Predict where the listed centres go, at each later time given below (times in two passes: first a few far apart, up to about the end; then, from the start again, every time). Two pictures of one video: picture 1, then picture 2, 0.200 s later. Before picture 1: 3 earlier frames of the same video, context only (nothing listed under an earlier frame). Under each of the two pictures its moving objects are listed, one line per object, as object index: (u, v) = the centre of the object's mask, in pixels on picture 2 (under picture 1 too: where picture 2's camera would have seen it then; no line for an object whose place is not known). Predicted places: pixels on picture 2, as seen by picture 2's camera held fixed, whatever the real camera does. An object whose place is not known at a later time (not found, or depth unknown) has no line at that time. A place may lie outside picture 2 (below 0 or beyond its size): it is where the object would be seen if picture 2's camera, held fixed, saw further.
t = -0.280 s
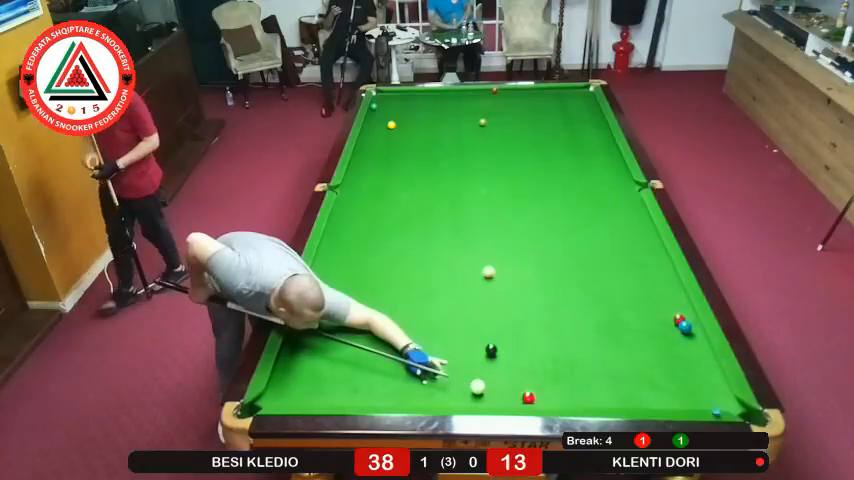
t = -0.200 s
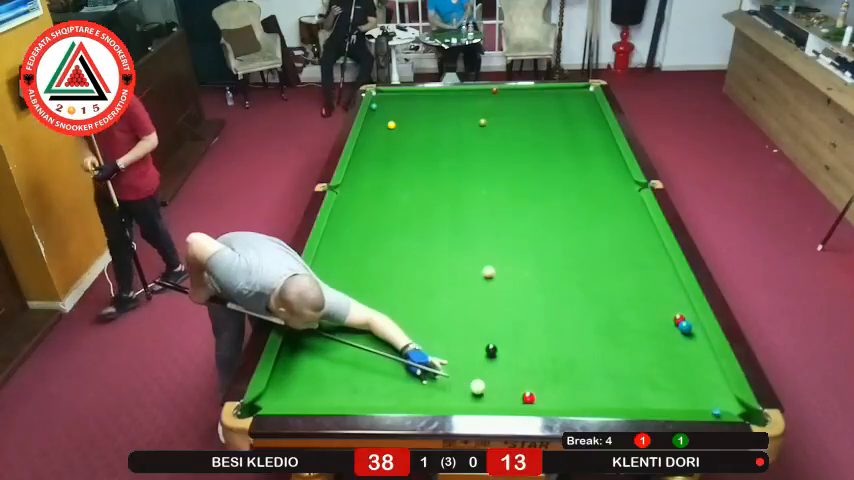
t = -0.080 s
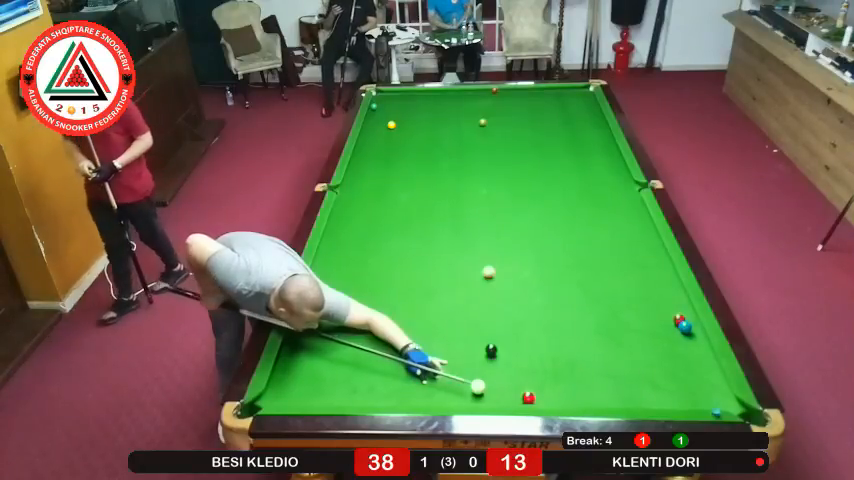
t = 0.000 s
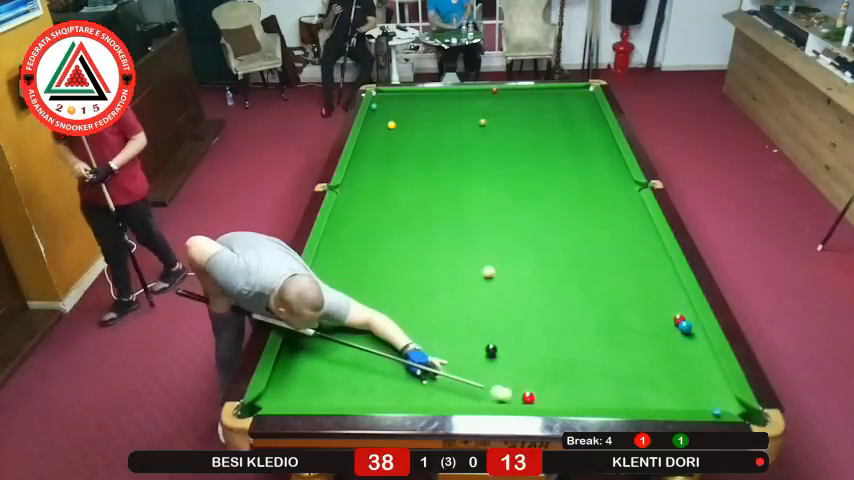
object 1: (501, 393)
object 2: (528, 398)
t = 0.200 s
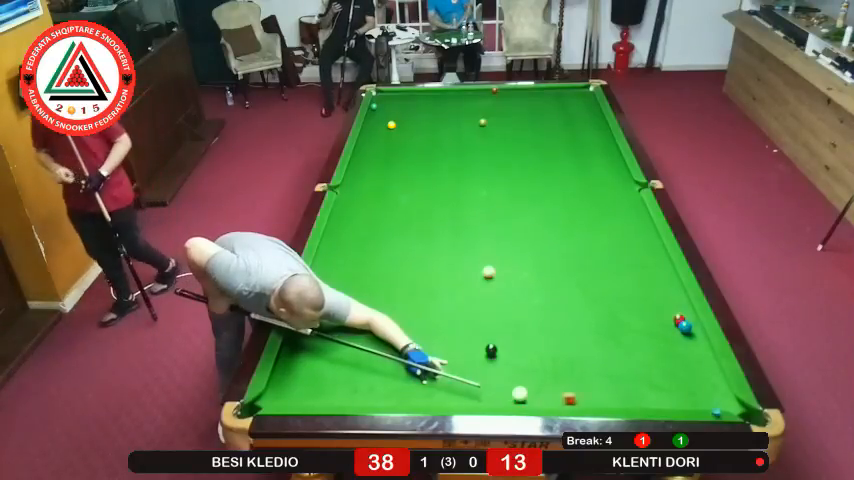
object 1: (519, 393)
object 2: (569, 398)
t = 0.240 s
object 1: (521, 391)
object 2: (577, 398)
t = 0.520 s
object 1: (534, 377)
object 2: (634, 400)
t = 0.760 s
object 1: (544, 366)
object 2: (682, 402)
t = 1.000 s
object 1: (552, 357)
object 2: (729, 405)
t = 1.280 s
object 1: (561, 347)
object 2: (737, 406)
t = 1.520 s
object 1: (566, 340)
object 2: (727, 405)
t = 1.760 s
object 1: (571, 335)
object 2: (719, 405)
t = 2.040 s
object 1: (576, 329)
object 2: (714, 403)
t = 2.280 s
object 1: (579, 325)
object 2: (711, 403)
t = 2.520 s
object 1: (582, 322)
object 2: (710, 402)
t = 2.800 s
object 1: (584, 320)
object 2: (710, 402)
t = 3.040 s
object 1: (585, 319)
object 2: (710, 402)
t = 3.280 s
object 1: (585, 319)
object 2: (710, 402)
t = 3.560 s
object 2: (710, 402)
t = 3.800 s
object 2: (710, 402)
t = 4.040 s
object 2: (710, 402)
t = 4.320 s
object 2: (710, 402)
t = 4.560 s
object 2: (710, 402)
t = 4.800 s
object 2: (710, 402)
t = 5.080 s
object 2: (710, 402)
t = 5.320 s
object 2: (710, 402)
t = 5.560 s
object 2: (710, 402)
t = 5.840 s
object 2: (710, 402)
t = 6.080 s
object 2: (710, 402)
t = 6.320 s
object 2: (710, 402)
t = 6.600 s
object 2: (710, 402)
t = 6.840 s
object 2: (710, 402)
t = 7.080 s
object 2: (710, 402)
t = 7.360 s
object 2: (710, 402)
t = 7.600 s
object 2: (710, 402)
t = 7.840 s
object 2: (710, 402)
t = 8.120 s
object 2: (710, 402)
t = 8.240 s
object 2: (710, 402)
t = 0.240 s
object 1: (521, 391)
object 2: (577, 398)
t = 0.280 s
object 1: (523, 389)
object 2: (585, 399)
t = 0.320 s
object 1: (525, 387)
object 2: (593, 399)
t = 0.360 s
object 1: (527, 385)
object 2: (602, 399)
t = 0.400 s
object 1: (529, 383)
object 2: (610, 399)
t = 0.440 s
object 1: (530, 381)
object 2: (619, 400)
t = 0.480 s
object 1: (532, 379)
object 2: (627, 400)
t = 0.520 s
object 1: (534, 377)
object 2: (634, 400)
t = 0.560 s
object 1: (536, 375)
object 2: (643, 401)
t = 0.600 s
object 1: (537, 373)
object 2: (651, 401)
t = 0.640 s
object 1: (539, 371)
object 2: (659, 401)
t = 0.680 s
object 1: (541, 369)
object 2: (666, 402)
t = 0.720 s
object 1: (542, 368)
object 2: (675, 402)
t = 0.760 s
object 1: (544, 366)
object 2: (682, 402)
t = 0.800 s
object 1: (545, 364)
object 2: (690, 402)
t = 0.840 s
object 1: (546, 363)
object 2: (698, 402)
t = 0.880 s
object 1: (548, 361)
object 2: (705, 402)
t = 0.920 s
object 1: (549, 360)
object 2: (713, 402)
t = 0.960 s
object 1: (551, 358)
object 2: (720, 403)
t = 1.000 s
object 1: (552, 357)
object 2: (729, 405)
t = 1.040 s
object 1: (554, 355)
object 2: (736, 406)
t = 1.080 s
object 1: (555, 354)
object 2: (736, 407)
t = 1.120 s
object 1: (556, 353)
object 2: (736, 409)
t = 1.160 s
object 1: (557, 351)
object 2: (736, 409)
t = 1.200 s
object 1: (558, 350)
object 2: (736, 408)
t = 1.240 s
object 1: (559, 348)
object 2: (737, 407)
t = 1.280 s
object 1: (561, 347)
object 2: (737, 406)
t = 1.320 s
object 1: (562, 346)
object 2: (736, 406)
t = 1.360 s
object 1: (563, 345)
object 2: (734, 405)
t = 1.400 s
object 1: (564, 344)
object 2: (732, 405)
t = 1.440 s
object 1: (565, 343)
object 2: (730, 405)
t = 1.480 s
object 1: (566, 342)
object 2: (729, 405)
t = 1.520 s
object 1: (566, 340)
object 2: (727, 405)
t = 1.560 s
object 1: (567, 339)
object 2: (726, 405)
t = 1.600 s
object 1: (568, 338)
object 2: (724, 405)
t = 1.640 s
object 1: (569, 337)
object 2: (723, 405)
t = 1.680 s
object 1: (570, 336)
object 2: (722, 405)
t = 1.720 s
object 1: (570, 335)
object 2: (720, 405)
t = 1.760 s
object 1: (571, 335)
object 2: (719, 405)
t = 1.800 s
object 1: (572, 333)
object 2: (718, 404)
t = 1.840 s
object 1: (573, 333)
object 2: (717, 404)
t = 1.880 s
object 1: (573, 332)
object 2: (716, 404)
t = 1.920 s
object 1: (574, 331)
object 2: (715, 404)
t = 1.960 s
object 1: (575, 330)
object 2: (715, 403)
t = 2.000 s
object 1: (575, 330)
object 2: (714, 403)
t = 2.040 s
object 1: (576, 329)
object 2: (714, 403)
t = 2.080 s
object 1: (576, 328)
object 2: (713, 403)
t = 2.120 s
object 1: (577, 328)
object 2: (713, 403)
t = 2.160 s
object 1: (578, 327)
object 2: (712, 403)
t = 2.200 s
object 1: (578, 326)
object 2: (712, 403)
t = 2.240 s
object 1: (579, 326)
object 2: (711, 403)
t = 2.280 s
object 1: (579, 325)
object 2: (711, 403)
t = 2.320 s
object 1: (580, 324)
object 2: (711, 403)
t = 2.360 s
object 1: (580, 324)
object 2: (710, 402)
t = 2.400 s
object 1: (581, 323)
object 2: (710, 402)
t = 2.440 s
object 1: (581, 323)
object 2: (710, 402)
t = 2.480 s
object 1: (581, 322)
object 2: (710, 402)
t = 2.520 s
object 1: (582, 322)
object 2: (710, 402)
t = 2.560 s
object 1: (582, 322)
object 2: (710, 402)
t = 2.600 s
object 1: (583, 321)
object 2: (710, 402)
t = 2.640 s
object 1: (583, 321)
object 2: (710, 402)
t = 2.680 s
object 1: (583, 321)
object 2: (710, 402)
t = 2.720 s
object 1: (584, 321)
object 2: (710, 402)
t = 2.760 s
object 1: (584, 320)
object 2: (710, 402)
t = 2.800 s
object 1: (584, 320)
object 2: (710, 402)
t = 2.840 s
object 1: (584, 320)
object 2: (710, 402)
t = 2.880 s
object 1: (584, 319)
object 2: (710, 402)
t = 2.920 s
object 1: (585, 319)
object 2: (710, 402)
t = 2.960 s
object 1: (585, 319)
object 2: (710, 402)
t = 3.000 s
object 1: (585, 319)
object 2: (710, 402)
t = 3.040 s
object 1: (585, 319)
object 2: (710, 402)
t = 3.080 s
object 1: (585, 319)
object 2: (710, 402)
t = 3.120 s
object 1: (585, 319)
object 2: (710, 402)
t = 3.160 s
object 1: (585, 319)
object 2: (710, 402)
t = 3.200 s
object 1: (585, 319)
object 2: (710, 402)
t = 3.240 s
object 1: (585, 319)
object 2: (710, 402)
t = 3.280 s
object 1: (585, 319)
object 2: (710, 402)
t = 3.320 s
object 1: (585, 319)
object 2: (710, 402)
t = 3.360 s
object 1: (585, 319)
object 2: (710, 402)
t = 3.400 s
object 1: (585, 319)
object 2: (710, 402)
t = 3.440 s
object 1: (585, 319)
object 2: (710, 402)
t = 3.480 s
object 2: (710, 402)
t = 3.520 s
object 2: (710, 402)
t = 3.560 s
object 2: (710, 402)
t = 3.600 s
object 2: (710, 402)
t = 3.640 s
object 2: (710, 402)
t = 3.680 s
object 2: (710, 402)
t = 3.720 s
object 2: (710, 402)
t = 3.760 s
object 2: (710, 402)
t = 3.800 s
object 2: (710, 402)
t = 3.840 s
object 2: (710, 402)
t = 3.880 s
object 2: (710, 402)
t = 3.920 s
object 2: (710, 402)
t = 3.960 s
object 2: (710, 402)
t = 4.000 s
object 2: (710, 402)
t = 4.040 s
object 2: (710, 402)
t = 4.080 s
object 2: (710, 402)
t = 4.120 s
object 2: (710, 402)
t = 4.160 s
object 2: (710, 402)
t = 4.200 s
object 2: (710, 402)
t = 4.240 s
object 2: (710, 402)
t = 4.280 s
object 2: (710, 402)
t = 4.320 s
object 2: (710, 402)
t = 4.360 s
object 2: (710, 402)
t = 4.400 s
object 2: (710, 402)
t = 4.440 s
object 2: (710, 402)
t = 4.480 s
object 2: (710, 402)
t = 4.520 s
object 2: (710, 402)
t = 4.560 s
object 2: (710, 402)
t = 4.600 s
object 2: (710, 402)
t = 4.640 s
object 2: (710, 402)
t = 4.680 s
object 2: (710, 402)
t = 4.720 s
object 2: (710, 402)
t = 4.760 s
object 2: (710, 402)
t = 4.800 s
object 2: (710, 402)
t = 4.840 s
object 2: (710, 402)
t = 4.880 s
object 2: (710, 402)
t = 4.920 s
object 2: (710, 402)
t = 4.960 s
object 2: (710, 402)
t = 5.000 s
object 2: (710, 402)
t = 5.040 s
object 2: (710, 402)
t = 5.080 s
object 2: (710, 402)
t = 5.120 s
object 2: (710, 402)
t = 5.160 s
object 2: (710, 402)
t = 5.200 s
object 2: (710, 402)
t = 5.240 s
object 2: (710, 402)
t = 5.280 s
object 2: (710, 402)
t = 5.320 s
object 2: (710, 402)
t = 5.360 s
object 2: (710, 402)
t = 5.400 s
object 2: (710, 402)
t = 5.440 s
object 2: (710, 402)
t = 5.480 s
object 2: (710, 402)
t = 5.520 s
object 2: (710, 402)
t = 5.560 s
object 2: (710, 402)
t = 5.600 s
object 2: (710, 402)
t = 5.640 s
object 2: (710, 402)
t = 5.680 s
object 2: (710, 402)
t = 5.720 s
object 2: (710, 402)
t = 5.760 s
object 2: (710, 402)
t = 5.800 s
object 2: (710, 402)
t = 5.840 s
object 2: (710, 402)
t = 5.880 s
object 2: (710, 402)
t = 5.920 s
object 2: (710, 402)
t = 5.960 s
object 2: (710, 402)
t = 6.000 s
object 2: (710, 402)
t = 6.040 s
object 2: (710, 402)
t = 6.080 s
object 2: (710, 402)
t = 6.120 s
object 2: (710, 402)
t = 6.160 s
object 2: (710, 402)
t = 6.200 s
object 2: (710, 402)
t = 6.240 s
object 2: (710, 402)
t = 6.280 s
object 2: (710, 402)
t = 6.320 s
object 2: (710, 402)
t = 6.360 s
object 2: (710, 402)
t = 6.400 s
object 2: (710, 402)
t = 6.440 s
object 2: (710, 402)
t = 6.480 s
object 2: (710, 402)
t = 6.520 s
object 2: (710, 402)
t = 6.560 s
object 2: (710, 402)
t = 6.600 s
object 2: (710, 402)
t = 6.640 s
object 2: (710, 402)
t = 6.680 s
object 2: (710, 402)
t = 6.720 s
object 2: (710, 402)
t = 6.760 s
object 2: (710, 402)
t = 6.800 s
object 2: (710, 402)
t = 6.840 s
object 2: (710, 402)
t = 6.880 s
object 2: (710, 402)
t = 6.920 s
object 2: (710, 402)
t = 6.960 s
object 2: (710, 402)
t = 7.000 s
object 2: (710, 402)
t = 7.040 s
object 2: (710, 402)
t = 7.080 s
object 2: (710, 402)
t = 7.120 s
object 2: (710, 402)
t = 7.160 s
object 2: (710, 402)
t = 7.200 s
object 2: (710, 402)
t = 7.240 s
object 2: (710, 402)
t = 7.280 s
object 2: (710, 402)
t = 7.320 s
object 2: (710, 402)
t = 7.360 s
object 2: (710, 402)
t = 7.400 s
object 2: (710, 402)
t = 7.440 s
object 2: (710, 402)
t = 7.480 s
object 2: (710, 402)
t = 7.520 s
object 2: (710, 402)
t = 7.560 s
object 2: (710, 402)
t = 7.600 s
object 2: (710, 402)
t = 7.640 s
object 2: (710, 402)
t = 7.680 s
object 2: (710, 402)
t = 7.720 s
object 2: (710, 402)
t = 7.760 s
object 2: (710, 402)
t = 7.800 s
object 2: (710, 402)
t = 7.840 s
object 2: (710, 402)
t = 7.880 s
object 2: (710, 402)
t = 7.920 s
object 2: (710, 402)
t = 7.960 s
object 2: (710, 402)
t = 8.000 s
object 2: (710, 402)
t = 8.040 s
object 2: (710, 402)
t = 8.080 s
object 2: (710, 402)
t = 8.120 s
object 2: (710, 402)
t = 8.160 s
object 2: (710, 402)
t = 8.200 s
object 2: (710, 402)
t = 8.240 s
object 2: (710, 402)
